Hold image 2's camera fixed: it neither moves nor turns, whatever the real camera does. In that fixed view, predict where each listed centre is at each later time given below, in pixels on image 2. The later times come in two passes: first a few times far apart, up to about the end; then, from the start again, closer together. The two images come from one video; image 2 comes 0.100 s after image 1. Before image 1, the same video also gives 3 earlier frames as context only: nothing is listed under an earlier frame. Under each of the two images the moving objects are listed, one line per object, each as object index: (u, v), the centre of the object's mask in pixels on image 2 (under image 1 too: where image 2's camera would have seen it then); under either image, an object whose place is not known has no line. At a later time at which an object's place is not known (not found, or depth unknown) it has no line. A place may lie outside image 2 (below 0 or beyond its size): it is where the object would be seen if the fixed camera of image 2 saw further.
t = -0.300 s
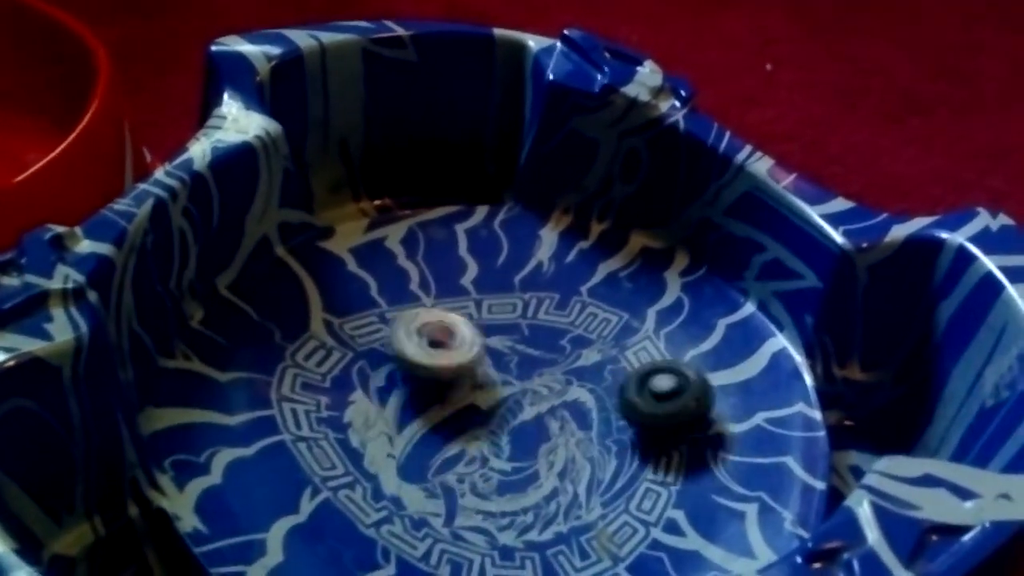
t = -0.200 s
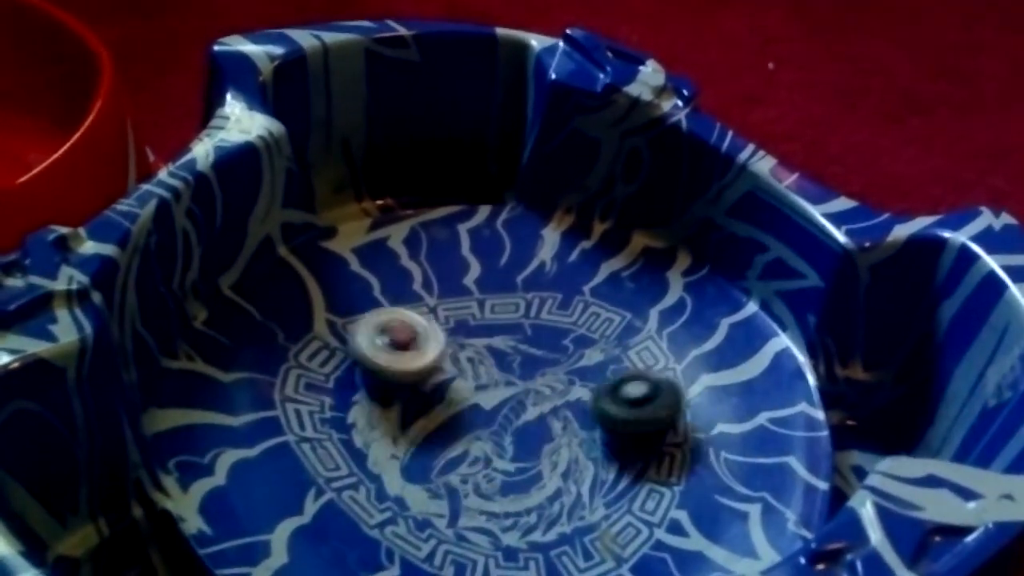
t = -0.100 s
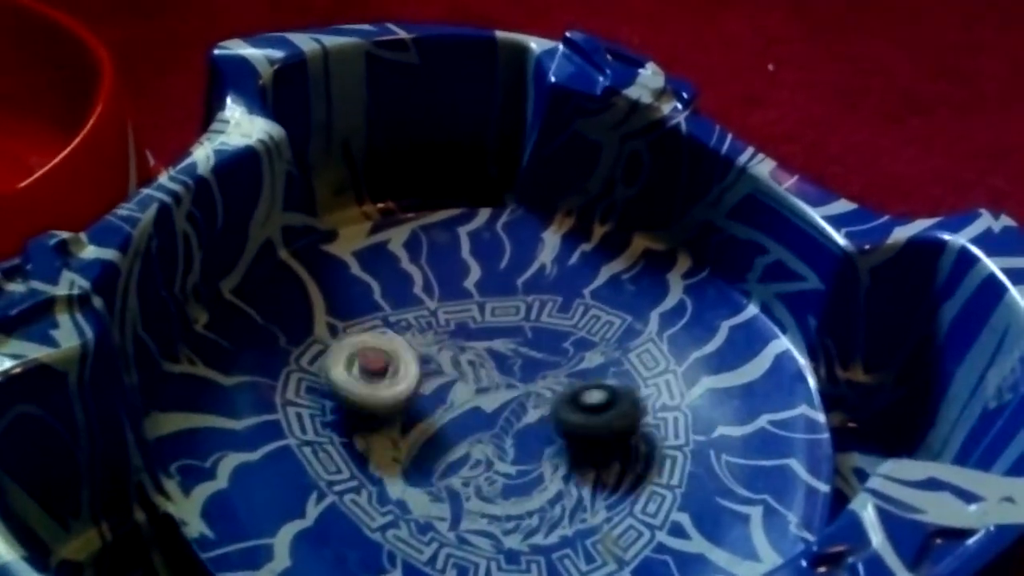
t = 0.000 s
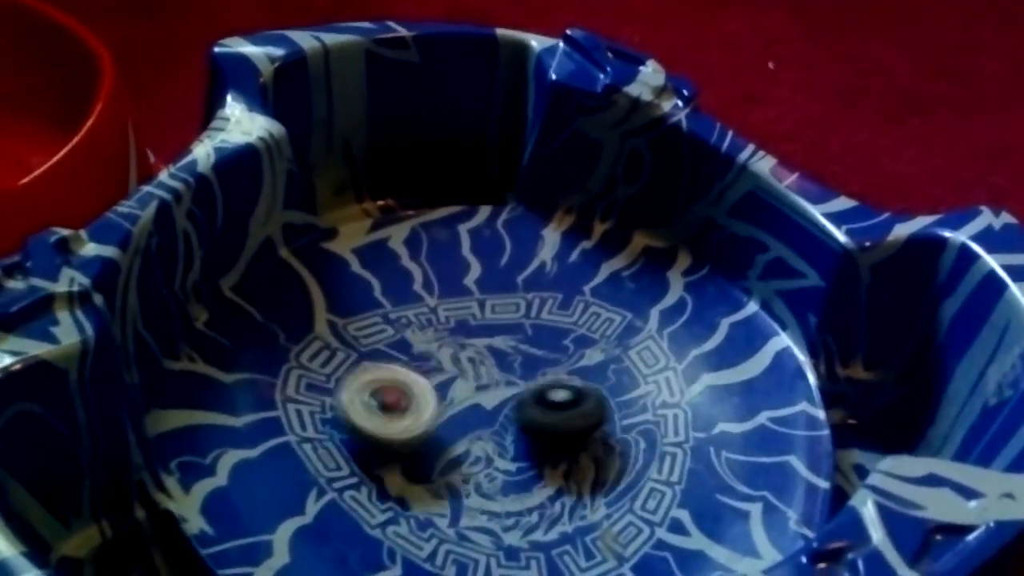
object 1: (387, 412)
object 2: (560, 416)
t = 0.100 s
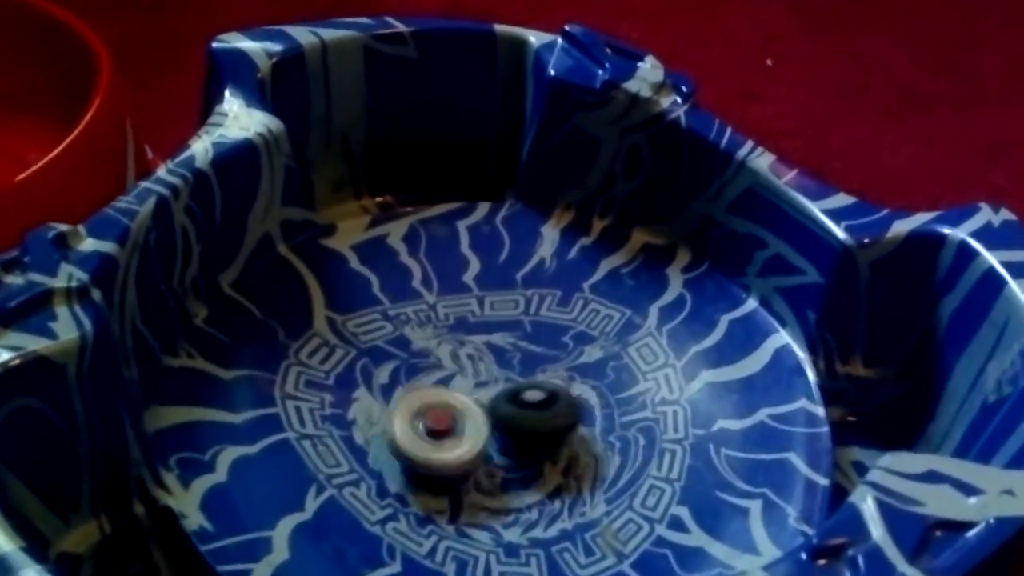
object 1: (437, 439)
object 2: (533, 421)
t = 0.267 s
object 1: (468, 451)
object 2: (617, 384)
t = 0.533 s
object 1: (520, 428)
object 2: (580, 311)
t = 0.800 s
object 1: (462, 381)
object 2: (511, 311)
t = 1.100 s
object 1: (432, 466)
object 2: (489, 328)
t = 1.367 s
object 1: (539, 439)
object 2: (480, 381)
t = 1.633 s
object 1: (616, 419)
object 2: (370, 305)
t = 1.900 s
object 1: (521, 395)
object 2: (357, 375)
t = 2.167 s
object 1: (451, 402)
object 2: (348, 417)
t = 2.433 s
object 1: (530, 411)
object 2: (369, 447)
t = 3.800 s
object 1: (454, 379)
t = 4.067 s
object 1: (434, 387)
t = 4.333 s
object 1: (480, 402)
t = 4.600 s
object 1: (490, 392)
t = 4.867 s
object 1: (481, 383)
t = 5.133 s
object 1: (443, 385)
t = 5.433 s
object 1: (424, 415)
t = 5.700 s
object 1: (468, 417)
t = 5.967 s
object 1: (476, 387)
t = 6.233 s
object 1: (452, 372)
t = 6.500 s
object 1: (427, 396)
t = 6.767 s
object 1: (462, 393)
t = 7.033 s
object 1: (452, 385)
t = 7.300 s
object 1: (458, 393)
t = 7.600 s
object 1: (450, 401)
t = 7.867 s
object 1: (435, 409)
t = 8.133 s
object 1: (413, 411)
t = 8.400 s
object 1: (443, 401)
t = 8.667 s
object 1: (462, 384)
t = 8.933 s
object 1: (469, 381)
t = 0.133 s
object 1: (444, 443)
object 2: (541, 418)
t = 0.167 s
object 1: (454, 444)
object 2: (546, 416)
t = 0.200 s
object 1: (463, 445)
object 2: (562, 407)
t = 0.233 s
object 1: (460, 451)
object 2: (595, 396)
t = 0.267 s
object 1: (468, 451)
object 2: (617, 384)
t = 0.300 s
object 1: (476, 452)
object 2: (633, 369)
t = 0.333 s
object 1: (482, 454)
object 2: (638, 357)
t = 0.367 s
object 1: (492, 450)
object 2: (637, 344)
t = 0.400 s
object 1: (500, 449)
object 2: (630, 336)
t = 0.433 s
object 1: (507, 444)
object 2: (619, 327)
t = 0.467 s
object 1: (514, 437)
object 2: (607, 320)
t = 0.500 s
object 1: (519, 434)
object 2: (594, 317)
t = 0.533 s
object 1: (520, 428)
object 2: (580, 311)
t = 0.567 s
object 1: (519, 415)
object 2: (568, 313)
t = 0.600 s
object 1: (516, 415)
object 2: (558, 314)
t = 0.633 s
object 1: (512, 409)
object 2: (549, 314)
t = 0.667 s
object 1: (506, 405)
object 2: (540, 314)
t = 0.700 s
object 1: (500, 400)
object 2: (532, 315)
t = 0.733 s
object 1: (484, 382)
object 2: (521, 313)
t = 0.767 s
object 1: (477, 382)
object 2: (512, 313)
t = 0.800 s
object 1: (462, 381)
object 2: (511, 311)
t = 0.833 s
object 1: (443, 390)
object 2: (514, 303)
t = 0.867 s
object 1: (428, 400)
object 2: (515, 302)
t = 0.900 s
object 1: (420, 410)
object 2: (513, 302)
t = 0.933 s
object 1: (412, 416)
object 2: (508, 303)
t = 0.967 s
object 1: (407, 423)
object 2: (504, 307)
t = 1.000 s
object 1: (406, 431)
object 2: (500, 310)
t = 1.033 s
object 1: (410, 445)
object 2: (496, 315)
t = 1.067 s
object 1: (420, 457)
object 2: (491, 320)
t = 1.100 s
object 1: (432, 466)
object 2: (489, 328)
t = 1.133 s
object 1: (445, 472)
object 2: (488, 338)
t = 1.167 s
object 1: (458, 473)
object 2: (485, 344)
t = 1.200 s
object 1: (481, 475)
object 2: (483, 350)
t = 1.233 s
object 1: (500, 478)
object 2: (482, 358)
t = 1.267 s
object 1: (512, 470)
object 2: (482, 367)
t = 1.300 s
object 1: (522, 462)
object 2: (481, 373)
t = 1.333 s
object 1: (532, 455)
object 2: (481, 378)
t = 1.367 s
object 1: (539, 439)
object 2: (480, 381)
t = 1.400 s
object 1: (547, 438)
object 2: (474, 380)
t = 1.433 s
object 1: (569, 451)
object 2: (451, 349)
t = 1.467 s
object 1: (584, 451)
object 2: (436, 323)
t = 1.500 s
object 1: (595, 451)
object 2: (418, 311)
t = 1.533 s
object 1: (602, 450)
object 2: (405, 297)
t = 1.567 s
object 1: (610, 438)
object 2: (392, 294)
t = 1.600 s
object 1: (615, 426)
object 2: (380, 296)
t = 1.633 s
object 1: (616, 419)
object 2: (370, 305)
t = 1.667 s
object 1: (610, 409)
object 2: (362, 310)
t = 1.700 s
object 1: (604, 401)
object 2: (358, 319)
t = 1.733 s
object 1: (592, 394)
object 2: (355, 331)
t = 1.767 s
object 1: (579, 394)
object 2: (354, 340)
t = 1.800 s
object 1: (565, 387)
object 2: (355, 351)
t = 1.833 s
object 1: (549, 380)
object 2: (355, 359)
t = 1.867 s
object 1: (535, 385)
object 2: (356, 365)
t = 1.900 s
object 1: (521, 395)
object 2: (357, 375)
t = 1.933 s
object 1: (509, 397)
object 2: (360, 381)
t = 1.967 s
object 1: (490, 386)
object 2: (363, 387)
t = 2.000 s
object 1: (476, 390)
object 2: (369, 394)
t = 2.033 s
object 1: (470, 392)
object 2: (360, 400)
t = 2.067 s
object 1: (468, 394)
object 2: (349, 403)
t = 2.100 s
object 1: (462, 397)
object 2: (344, 408)
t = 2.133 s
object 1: (455, 401)
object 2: (345, 412)
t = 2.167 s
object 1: (451, 402)
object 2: (348, 417)
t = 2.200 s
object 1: (459, 402)
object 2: (339, 419)
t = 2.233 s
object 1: (470, 405)
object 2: (334, 427)
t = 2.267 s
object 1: (480, 409)
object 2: (335, 430)
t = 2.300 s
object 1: (491, 411)
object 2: (339, 435)
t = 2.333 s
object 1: (503, 414)
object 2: (345, 437)
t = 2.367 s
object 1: (512, 416)
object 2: (351, 441)
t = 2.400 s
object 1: (523, 414)
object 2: (360, 445)
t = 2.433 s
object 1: (530, 411)
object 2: (369, 447)
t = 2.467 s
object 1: (541, 410)
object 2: (380, 450)
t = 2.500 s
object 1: (549, 407)
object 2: (389, 452)
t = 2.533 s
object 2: (397, 455)
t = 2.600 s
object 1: (562, 397)
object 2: (421, 456)
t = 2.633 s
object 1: (562, 395)
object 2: (431, 457)
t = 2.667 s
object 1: (562, 393)
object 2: (441, 455)
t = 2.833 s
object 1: (547, 386)
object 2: (481, 451)
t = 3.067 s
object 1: (524, 379)
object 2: (476, 485)
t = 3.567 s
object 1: (474, 390)
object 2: (494, 482)
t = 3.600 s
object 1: (472, 388)
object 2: (494, 477)
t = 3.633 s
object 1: (469, 387)
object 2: (496, 472)
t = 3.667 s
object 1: (467, 385)
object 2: (495, 467)
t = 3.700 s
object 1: (465, 384)
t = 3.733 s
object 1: (461, 382)
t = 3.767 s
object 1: (457, 381)
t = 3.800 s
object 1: (454, 379)
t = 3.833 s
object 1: (452, 379)
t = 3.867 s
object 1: (448, 377)
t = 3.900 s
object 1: (441, 377)
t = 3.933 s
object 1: (439, 378)
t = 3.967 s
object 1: (435, 381)
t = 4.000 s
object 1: (434, 382)
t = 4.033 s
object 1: (434, 384)
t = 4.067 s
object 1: (434, 387)
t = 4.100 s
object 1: (437, 390)
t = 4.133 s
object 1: (441, 392)
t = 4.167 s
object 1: (446, 394)
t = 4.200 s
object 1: (452, 395)
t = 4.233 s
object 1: (457, 400)
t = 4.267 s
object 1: (465, 401)
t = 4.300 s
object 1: (474, 405)
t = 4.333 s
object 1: (480, 402)
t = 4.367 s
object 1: (482, 396)
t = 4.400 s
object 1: (485, 396)
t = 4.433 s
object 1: (487, 392)
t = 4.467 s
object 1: (489, 391)
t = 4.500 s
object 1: (490, 389)
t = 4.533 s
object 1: (490, 389)
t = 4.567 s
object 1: (491, 388)
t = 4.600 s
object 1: (490, 392)
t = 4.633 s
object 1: (491, 391)
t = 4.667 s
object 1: (489, 389)
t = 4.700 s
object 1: (490, 387)
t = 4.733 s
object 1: (489, 387)
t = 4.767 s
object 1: (487, 389)
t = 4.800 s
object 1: (485, 386)
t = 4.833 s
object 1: (483, 387)
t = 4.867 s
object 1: (481, 383)
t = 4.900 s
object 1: (477, 382)
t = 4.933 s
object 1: (473, 383)
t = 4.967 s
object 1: (468, 382)
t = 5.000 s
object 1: (464, 381)
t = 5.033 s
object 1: (458, 380)
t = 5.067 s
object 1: (452, 383)
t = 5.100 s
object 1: (447, 385)
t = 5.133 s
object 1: (443, 385)
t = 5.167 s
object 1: (439, 391)
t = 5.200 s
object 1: (436, 397)
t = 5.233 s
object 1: (435, 399)
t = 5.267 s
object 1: (434, 405)
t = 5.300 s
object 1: (434, 407)
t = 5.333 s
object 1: (429, 410)
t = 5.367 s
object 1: (426, 412)
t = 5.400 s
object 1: (425, 414)
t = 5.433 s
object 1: (424, 415)
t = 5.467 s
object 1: (425, 417)
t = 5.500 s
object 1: (428, 419)
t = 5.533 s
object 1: (433, 421)
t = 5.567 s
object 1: (439, 421)
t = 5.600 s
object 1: (443, 423)
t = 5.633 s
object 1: (453, 418)
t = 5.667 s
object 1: (460, 418)
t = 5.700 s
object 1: (468, 417)
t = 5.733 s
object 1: (470, 415)
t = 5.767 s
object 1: (472, 411)
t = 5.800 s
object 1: (474, 408)
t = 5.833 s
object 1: (476, 403)
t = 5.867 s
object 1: (477, 398)
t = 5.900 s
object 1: (478, 393)
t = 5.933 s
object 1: (477, 391)
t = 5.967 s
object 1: (476, 387)
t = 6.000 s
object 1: (475, 385)
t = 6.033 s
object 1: (473, 381)
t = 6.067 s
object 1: (470, 380)
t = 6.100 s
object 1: (468, 378)
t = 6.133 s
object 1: (466, 378)
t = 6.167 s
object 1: (463, 377)
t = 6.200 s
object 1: (458, 375)
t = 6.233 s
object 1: (452, 372)
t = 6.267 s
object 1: (445, 367)
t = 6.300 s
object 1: (435, 364)
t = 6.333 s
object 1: (431, 364)
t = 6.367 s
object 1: (423, 367)
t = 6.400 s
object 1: (420, 372)
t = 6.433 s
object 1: (419, 379)
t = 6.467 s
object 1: (422, 385)
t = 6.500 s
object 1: (427, 396)
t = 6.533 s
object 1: (431, 399)
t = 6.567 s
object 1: (439, 403)
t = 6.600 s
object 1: (446, 399)
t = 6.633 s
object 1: (454, 406)
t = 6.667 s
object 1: (460, 404)
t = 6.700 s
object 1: (462, 401)
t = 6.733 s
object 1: (462, 397)
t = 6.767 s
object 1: (462, 393)
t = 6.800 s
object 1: (461, 391)
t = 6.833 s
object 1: (460, 389)
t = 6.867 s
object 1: (459, 387)
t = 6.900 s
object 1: (458, 385)
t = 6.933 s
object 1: (456, 384)
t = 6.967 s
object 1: (454, 384)
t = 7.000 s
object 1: (453, 384)
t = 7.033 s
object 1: (452, 385)
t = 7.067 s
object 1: (452, 385)
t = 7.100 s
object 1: (452, 386)
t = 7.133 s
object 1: (453, 387)
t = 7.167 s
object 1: (452, 388)
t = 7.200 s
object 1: (453, 389)
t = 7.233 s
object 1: (455, 390)
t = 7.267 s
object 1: (457, 391)
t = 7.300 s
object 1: (458, 393)
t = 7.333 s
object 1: (459, 396)
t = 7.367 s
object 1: (461, 397)
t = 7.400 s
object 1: (464, 400)
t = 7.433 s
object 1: (467, 401)
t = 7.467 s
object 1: (464, 402)
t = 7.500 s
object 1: (459, 402)
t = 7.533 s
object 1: (456, 402)
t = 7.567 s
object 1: (452, 403)
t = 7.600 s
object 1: (450, 401)
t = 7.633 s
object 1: (448, 402)
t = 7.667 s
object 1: (444, 403)
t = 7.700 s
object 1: (442, 405)
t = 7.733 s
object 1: (441, 406)
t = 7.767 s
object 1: (441, 407)
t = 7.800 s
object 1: (440, 413)
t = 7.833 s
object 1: (440, 415)
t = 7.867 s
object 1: (435, 409)
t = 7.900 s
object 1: (428, 409)
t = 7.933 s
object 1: (422, 410)
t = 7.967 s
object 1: (418, 410)
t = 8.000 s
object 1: (415, 408)
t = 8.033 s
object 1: (416, 414)
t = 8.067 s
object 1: (410, 408)
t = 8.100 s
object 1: (410, 406)
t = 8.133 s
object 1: (413, 411)
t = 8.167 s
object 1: (413, 408)
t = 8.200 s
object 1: (415, 406)
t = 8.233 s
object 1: (417, 407)
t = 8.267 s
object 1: (420, 406)
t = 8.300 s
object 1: (425, 405)
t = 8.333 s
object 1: (429, 403)
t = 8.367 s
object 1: (436, 402)
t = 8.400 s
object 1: (443, 401)
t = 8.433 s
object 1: (447, 400)
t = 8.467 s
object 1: (455, 396)
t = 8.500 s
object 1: (455, 394)
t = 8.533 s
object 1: (457, 392)
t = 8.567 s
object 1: (458, 389)
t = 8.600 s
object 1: (459, 387)
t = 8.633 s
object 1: (460, 385)
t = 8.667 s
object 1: (462, 384)
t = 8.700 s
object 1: (462, 383)
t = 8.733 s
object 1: (464, 382)
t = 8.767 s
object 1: (465, 380)
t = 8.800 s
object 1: (465, 381)
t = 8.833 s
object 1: (466, 379)
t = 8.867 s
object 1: (467, 380)
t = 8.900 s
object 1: (468, 381)
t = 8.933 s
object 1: (469, 381)
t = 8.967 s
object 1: (466, 381)
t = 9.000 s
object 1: (460, 379)
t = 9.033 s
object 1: (457, 378)
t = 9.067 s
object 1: (454, 380)
